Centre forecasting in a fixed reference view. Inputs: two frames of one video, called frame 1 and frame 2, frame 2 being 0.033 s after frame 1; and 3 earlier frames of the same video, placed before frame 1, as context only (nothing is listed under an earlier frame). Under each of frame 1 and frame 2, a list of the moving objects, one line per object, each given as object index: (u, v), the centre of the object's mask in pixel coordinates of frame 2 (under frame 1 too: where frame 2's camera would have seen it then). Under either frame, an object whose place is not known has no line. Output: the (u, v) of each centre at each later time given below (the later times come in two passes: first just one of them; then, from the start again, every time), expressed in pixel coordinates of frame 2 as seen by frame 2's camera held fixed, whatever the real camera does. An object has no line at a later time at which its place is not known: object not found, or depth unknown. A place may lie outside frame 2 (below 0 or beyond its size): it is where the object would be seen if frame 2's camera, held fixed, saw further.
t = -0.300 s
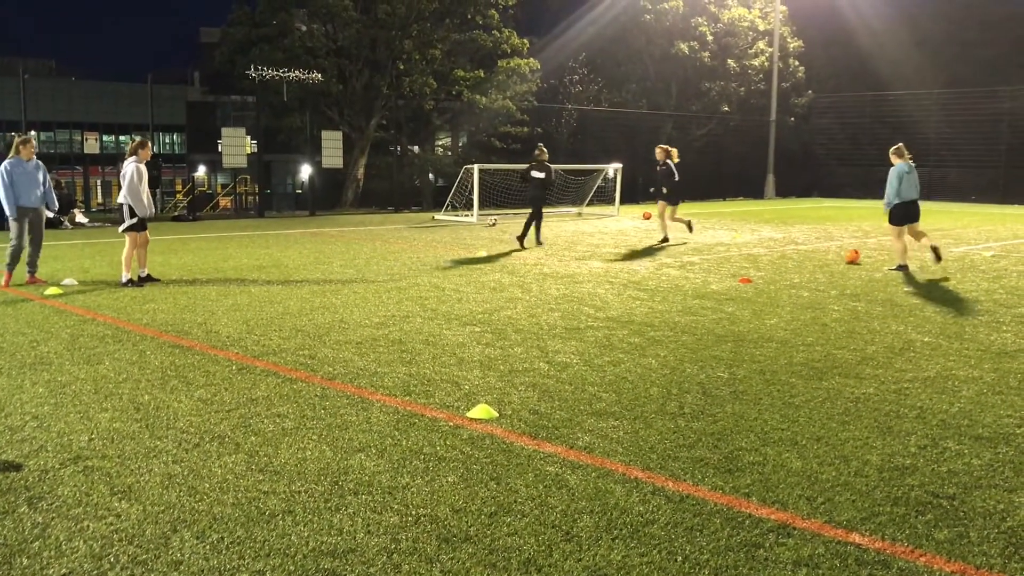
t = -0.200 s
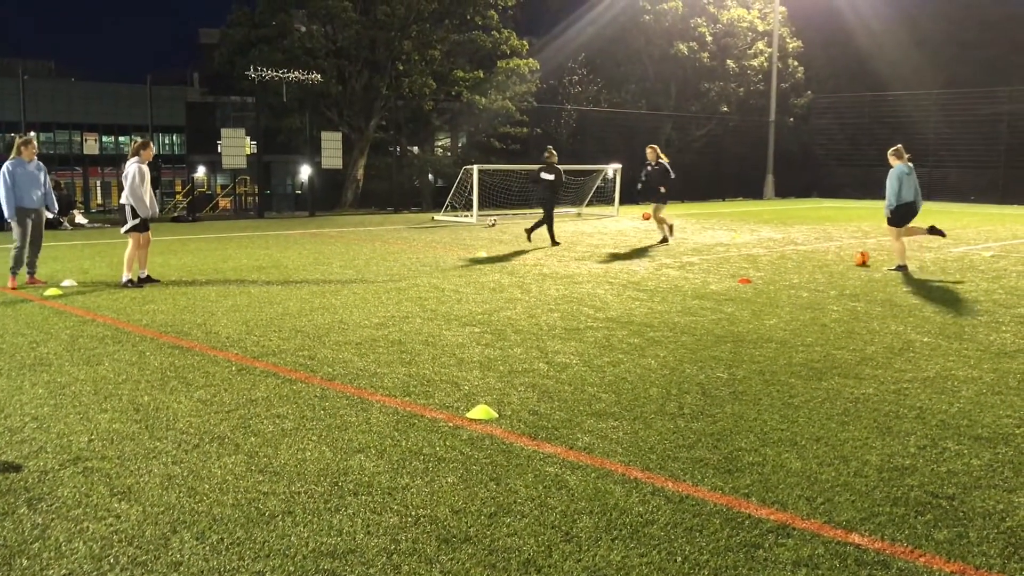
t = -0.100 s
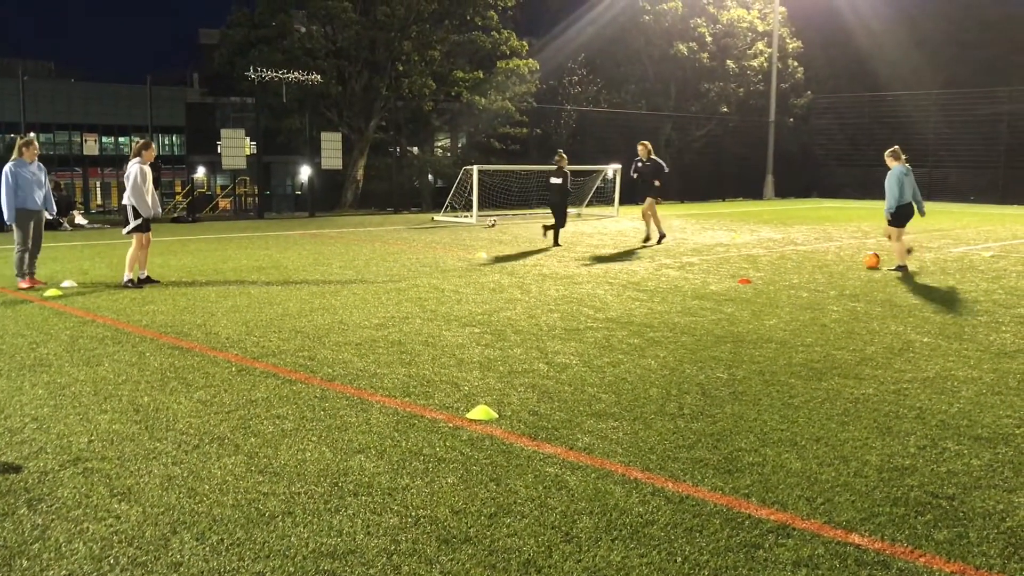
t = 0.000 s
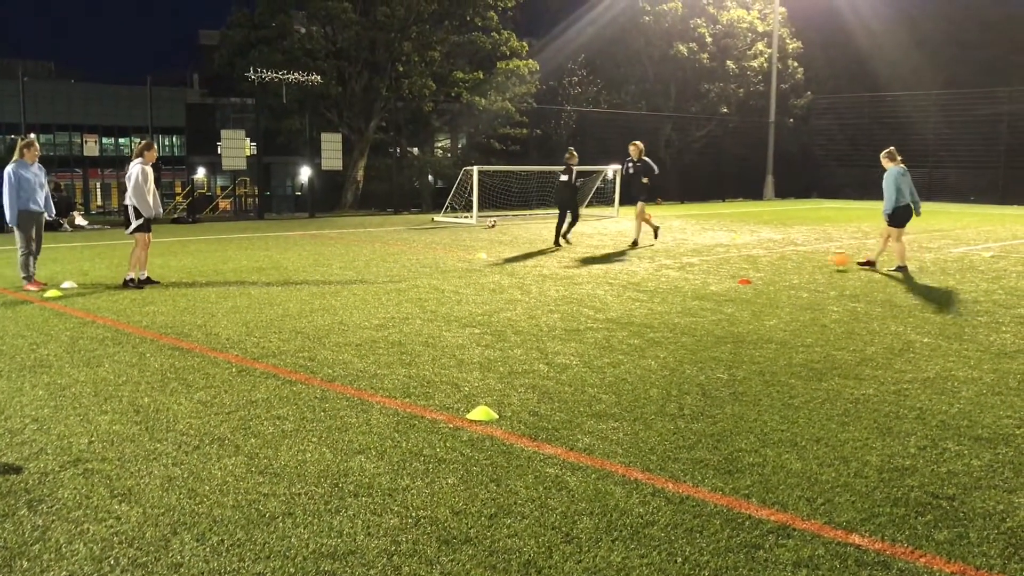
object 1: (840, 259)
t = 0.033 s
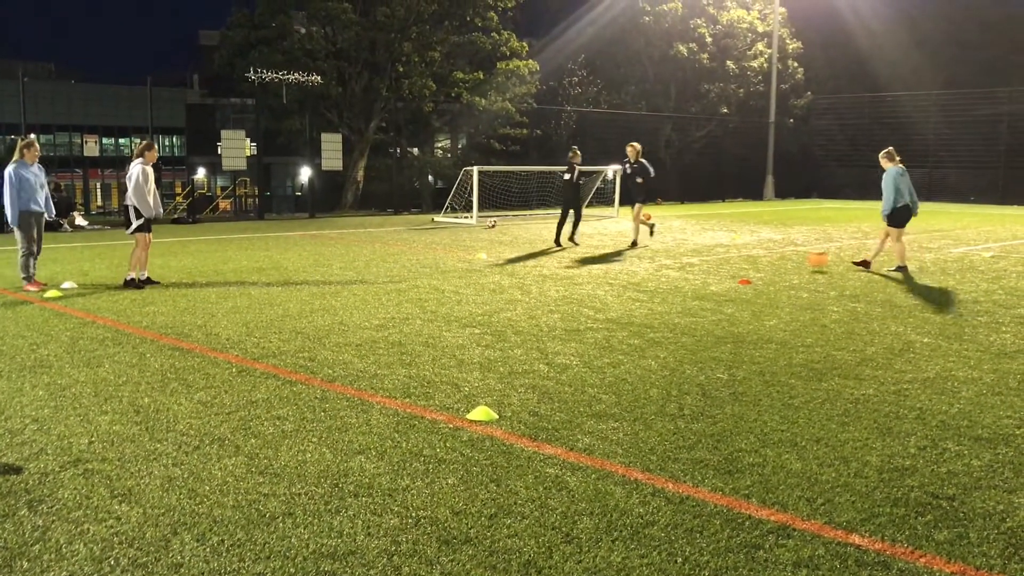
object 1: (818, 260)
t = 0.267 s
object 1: (664, 266)
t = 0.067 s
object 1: (795, 261)
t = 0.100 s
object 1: (775, 264)
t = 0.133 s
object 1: (752, 265)
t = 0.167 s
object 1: (729, 266)
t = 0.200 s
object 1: (707, 265)
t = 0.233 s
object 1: (688, 265)
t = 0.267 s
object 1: (664, 266)
